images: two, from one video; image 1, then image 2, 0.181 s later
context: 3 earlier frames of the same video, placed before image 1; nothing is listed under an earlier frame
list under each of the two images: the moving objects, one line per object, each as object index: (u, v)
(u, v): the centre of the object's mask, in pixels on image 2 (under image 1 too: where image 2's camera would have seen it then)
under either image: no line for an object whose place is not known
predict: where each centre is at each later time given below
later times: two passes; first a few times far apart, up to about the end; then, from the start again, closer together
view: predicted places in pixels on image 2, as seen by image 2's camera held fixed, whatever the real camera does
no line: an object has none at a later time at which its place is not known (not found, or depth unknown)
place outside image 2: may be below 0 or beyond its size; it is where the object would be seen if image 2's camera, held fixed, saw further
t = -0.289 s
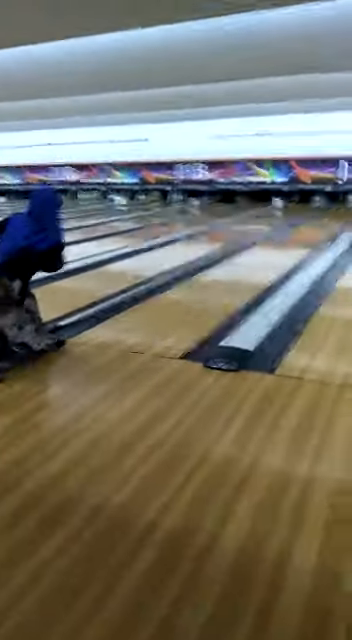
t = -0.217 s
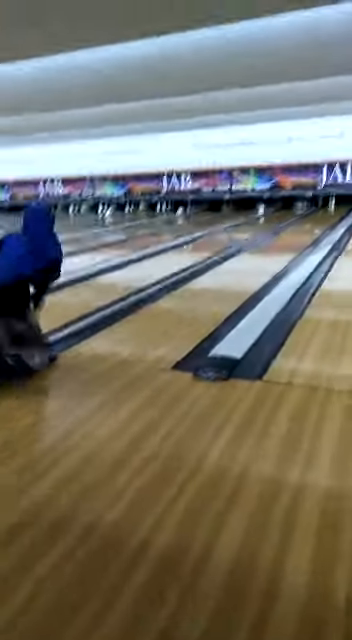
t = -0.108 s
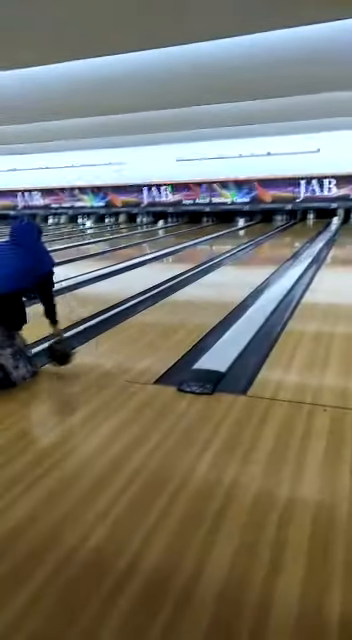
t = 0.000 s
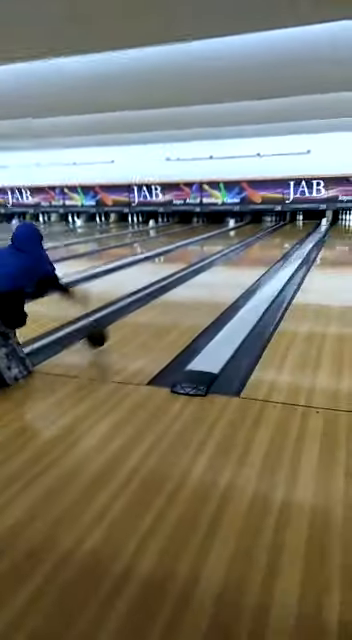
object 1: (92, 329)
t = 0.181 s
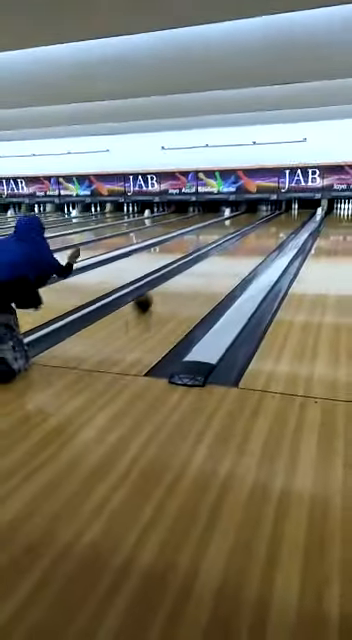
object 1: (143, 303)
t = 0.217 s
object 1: (151, 297)
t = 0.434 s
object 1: (186, 274)
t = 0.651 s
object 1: (210, 256)
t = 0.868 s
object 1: (228, 246)
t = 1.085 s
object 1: (244, 238)
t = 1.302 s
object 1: (256, 232)
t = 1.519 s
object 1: (265, 227)
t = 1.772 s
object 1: (274, 222)
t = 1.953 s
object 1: (279, 219)
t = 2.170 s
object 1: (284, 216)
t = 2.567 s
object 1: (290, 211)
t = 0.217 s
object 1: (151, 297)
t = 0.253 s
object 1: (158, 293)
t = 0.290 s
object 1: (165, 288)
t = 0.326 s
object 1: (171, 284)
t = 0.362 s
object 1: (176, 281)
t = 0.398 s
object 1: (182, 278)
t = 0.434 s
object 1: (186, 274)
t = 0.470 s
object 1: (191, 271)
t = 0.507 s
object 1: (195, 268)
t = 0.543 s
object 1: (199, 265)
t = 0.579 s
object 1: (203, 262)
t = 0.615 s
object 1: (207, 259)
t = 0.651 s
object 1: (210, 256)
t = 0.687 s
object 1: (213, 255)
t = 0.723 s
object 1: (216, 253)
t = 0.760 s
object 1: (219, 251)
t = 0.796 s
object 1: (223, 249)
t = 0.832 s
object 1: (225, 247)
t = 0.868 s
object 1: (228, 246)
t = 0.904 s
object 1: (231, 245)
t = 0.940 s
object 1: (234, 243)
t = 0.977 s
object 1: (236, 241)
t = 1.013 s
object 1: (239, 240)
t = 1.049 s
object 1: (242, 239)
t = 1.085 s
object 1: (244, 238)
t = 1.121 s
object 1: (246, 236)
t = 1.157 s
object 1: (248, 236)
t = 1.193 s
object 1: (250, 235)
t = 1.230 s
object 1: (252, 234)
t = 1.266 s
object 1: (254, 233)
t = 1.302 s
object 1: (256, 232)
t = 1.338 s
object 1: (258, 230)
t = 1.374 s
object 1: (259, 230)
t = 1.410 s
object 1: (260, 229)
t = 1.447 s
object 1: (262, 229)
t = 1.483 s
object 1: (263, 228)
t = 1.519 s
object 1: (265, 227)
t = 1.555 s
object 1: (266, 226)
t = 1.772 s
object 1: (274, 222)
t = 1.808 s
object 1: (275, 221)
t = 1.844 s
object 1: (276, 220)
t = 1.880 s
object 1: (277, 220)
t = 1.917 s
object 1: (277, 220)
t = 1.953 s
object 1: (279, 219)
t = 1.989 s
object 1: (278, 219)
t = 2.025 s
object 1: (280, 217)
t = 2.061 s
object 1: (281, 217)
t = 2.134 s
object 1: (283, 217)
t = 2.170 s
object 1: (284, 216)
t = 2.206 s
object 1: (284, 215)
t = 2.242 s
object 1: (284, 215)
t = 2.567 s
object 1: (290, 211)
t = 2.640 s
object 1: (292, 210)
